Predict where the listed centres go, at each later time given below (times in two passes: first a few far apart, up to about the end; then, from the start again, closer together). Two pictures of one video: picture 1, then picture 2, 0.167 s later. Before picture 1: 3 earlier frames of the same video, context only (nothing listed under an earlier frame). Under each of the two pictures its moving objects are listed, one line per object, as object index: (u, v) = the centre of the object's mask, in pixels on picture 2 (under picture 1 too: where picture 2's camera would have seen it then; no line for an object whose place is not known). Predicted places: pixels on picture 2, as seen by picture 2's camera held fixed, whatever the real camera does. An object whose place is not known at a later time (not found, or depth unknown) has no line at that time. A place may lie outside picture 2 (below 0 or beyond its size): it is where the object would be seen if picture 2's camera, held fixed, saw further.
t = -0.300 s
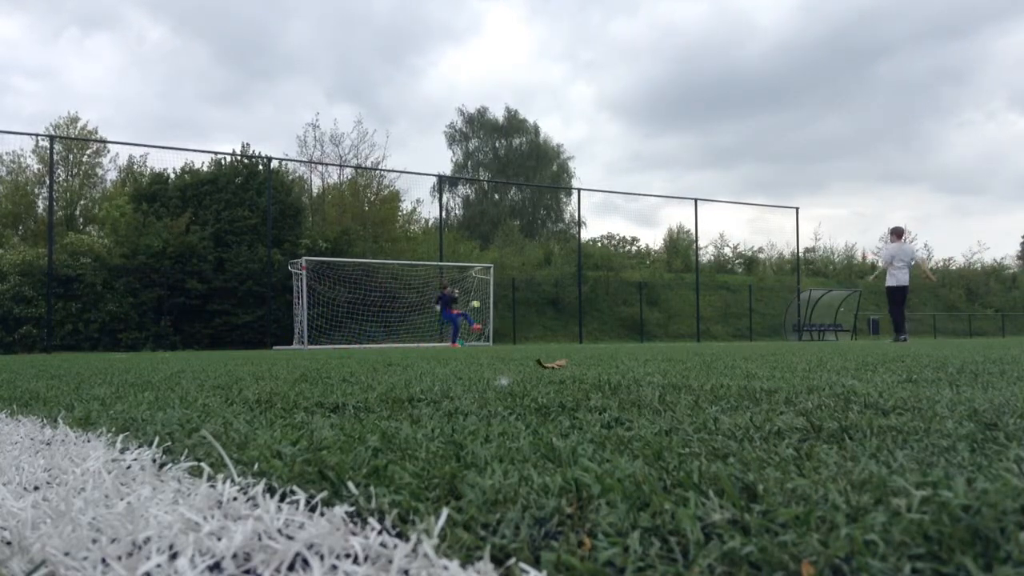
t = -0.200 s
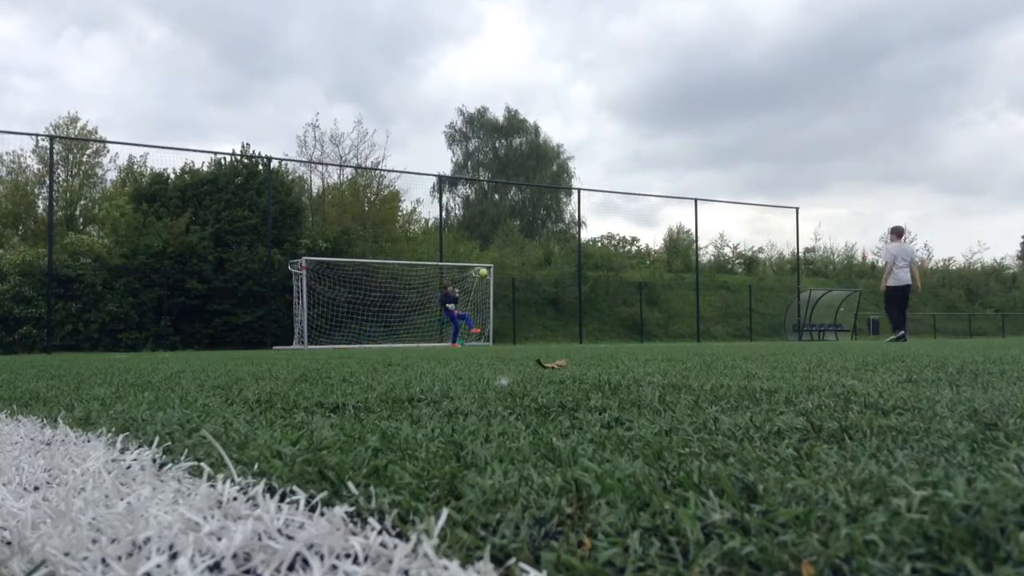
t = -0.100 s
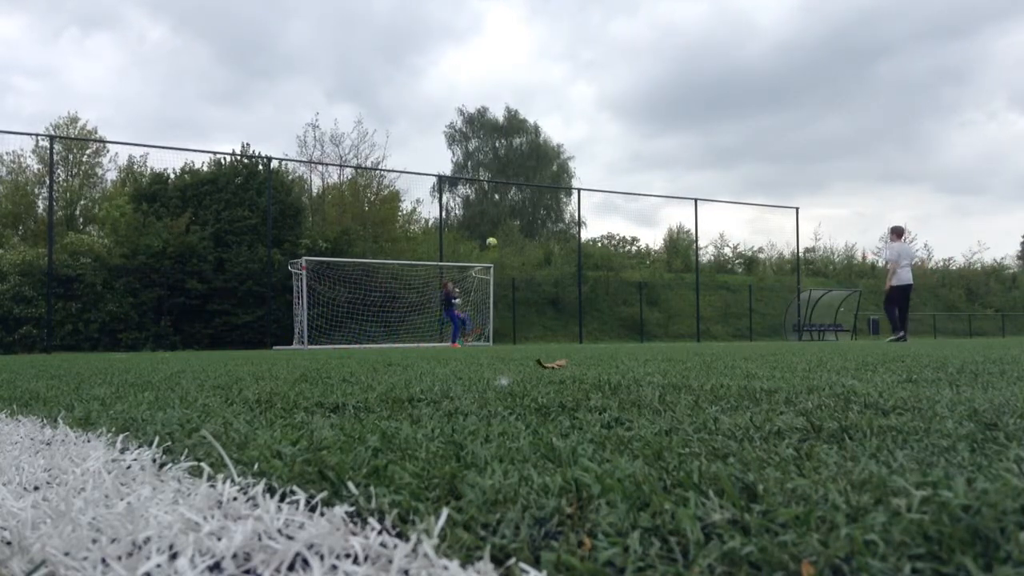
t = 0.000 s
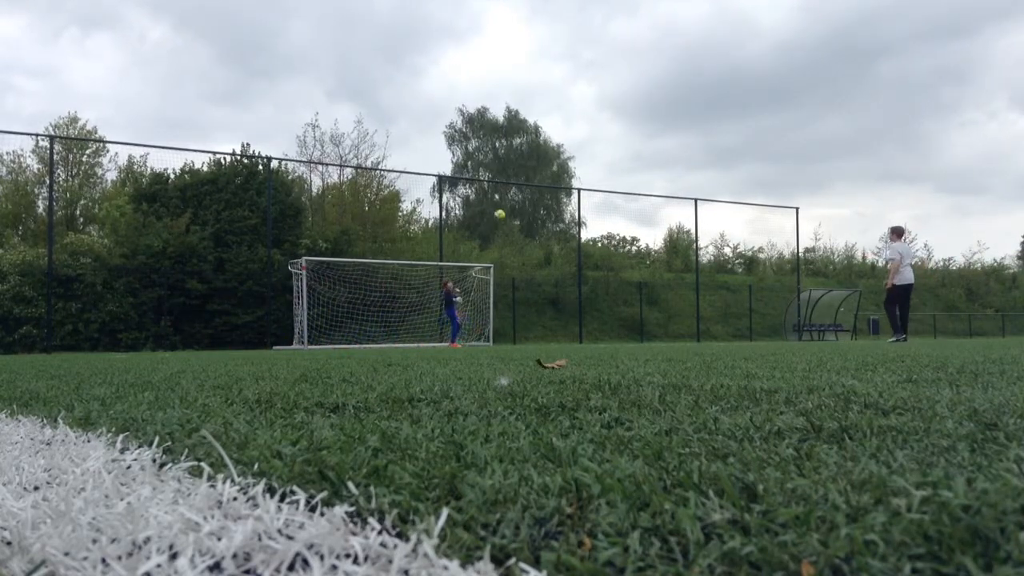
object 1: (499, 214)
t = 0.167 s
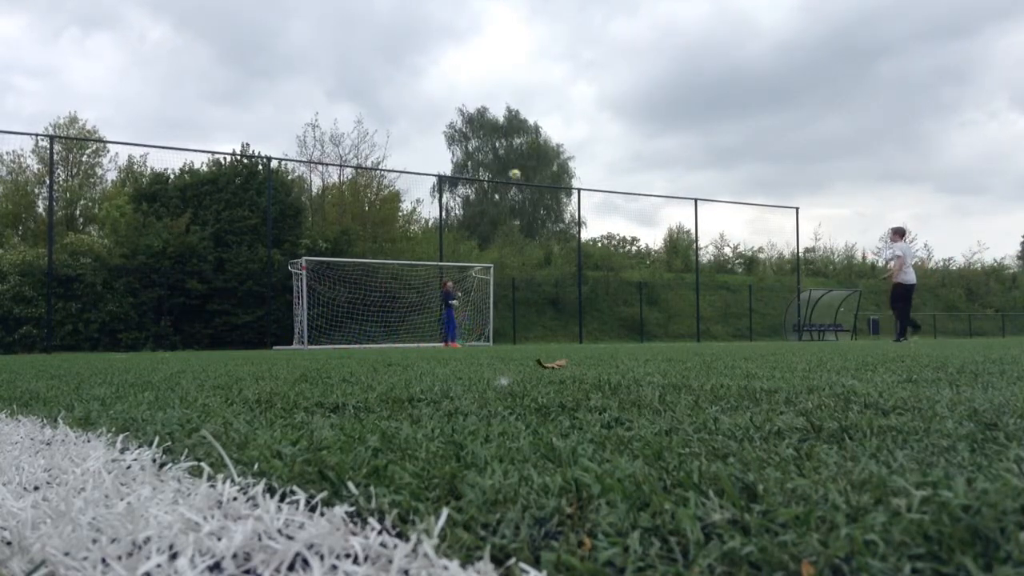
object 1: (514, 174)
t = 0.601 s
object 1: (559, 120)
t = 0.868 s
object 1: (595, 136)
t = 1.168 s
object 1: (650, 228)
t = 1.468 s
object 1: (701, 284)
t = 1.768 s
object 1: (714, 196)
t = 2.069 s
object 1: (732, 193)
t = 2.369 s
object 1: (756, 286)
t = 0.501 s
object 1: (548, 125)
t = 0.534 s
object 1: (552, 122)
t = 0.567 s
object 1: (556, 121)
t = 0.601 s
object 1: (559, 120)
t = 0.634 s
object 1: (563, 119)
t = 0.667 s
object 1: (568, 119)
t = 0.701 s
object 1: (572, 120)
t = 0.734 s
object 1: (576, 122)
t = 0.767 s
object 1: (581, 124)
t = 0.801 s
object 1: (585, 128)
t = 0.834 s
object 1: (590, 132)
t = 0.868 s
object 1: (595, 136)
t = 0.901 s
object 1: (600, 142)
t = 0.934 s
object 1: (606, 149)
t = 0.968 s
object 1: (611, 157)
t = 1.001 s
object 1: (617, 166)
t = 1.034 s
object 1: (623, 175)
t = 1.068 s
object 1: (630, 186)
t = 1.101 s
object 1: (636, 199)
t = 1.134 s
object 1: (643, 213)
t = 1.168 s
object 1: (650, 228)
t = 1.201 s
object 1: (658, 244)
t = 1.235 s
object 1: (666, 260)
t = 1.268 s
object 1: (674, 279)
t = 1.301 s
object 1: (684, 302)
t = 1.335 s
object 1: (693, 325)
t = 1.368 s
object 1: (697, 331)
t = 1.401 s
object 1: (699, 314)
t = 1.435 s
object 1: (700, 298)
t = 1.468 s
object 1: (701, 284)
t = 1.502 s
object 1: (702, 270)
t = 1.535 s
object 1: (704, 257)
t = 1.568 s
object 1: (705, 247)
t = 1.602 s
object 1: (707, 236)
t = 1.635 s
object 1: (707, 226)
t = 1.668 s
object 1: (709, 217)
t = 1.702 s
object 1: (711, 209)
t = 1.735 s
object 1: (712, 202)
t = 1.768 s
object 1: (714, 196)
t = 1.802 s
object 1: (716, 192)
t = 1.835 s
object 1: (718, 188)
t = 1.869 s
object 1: (719, 185)
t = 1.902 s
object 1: (721, 184)
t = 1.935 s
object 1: (724, 183)
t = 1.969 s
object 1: (726, 184)
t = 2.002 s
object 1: (728, 185)
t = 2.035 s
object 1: (730, 189)
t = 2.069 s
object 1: (732, 193)
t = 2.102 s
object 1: (735, 198)
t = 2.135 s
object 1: (737, 205)
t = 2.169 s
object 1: (739, 213)
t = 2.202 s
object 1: (742, 222)
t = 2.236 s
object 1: (745, 232)
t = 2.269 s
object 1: (747, 244)
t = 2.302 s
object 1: (751, 257)
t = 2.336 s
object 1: (752, 270)
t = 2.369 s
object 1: (756, 286)
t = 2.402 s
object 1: (759, 305)
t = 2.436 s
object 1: (762, 323)
